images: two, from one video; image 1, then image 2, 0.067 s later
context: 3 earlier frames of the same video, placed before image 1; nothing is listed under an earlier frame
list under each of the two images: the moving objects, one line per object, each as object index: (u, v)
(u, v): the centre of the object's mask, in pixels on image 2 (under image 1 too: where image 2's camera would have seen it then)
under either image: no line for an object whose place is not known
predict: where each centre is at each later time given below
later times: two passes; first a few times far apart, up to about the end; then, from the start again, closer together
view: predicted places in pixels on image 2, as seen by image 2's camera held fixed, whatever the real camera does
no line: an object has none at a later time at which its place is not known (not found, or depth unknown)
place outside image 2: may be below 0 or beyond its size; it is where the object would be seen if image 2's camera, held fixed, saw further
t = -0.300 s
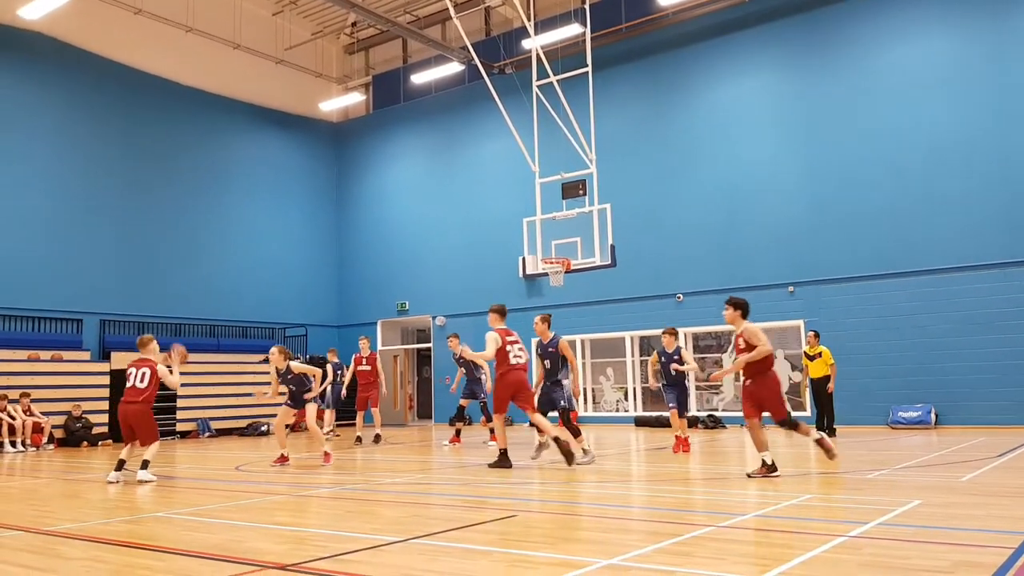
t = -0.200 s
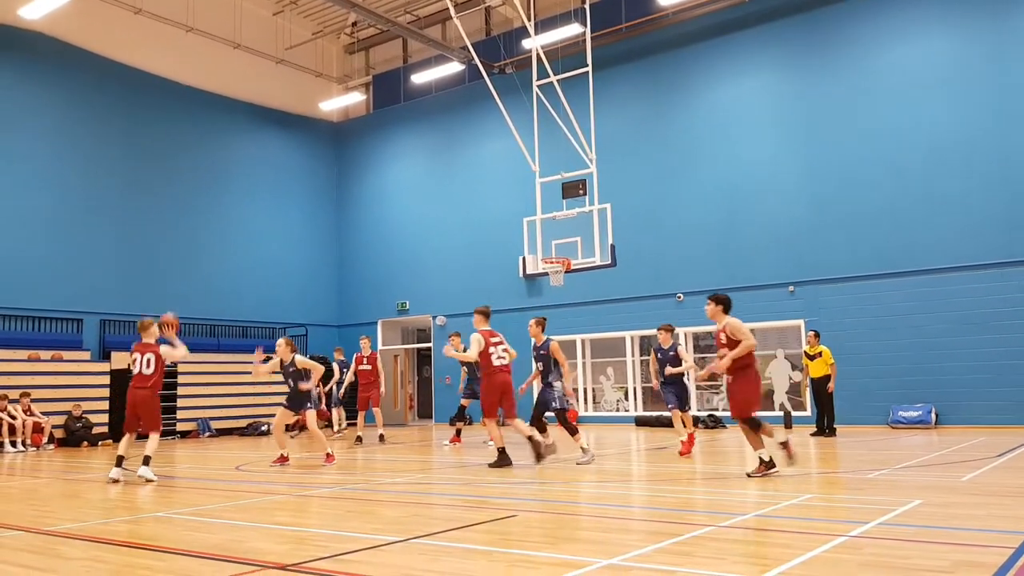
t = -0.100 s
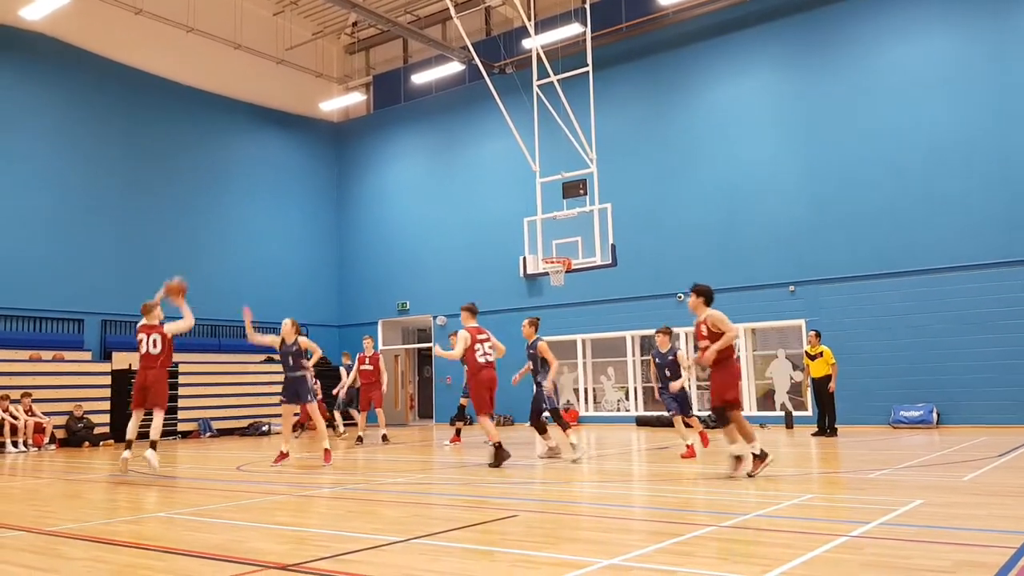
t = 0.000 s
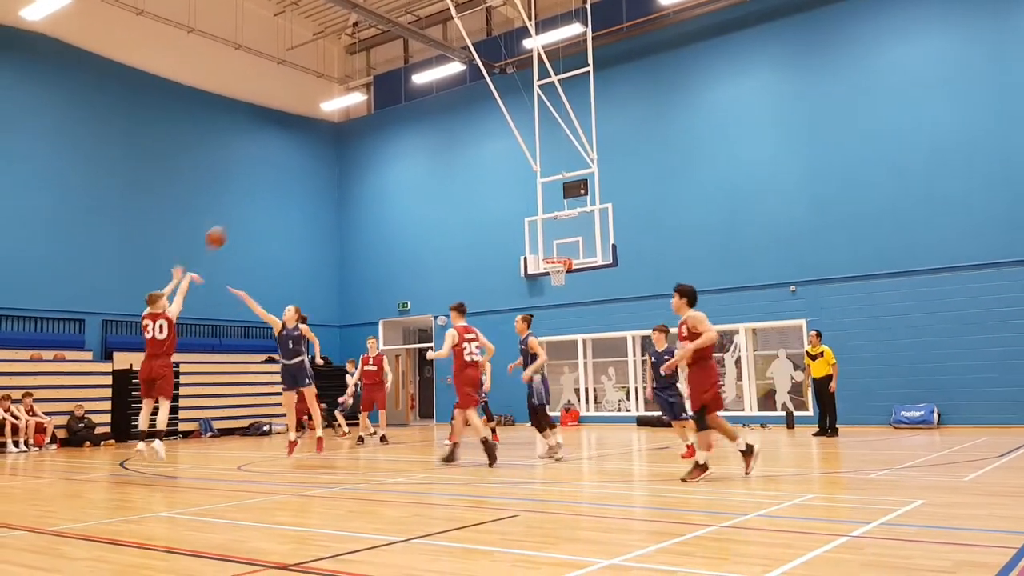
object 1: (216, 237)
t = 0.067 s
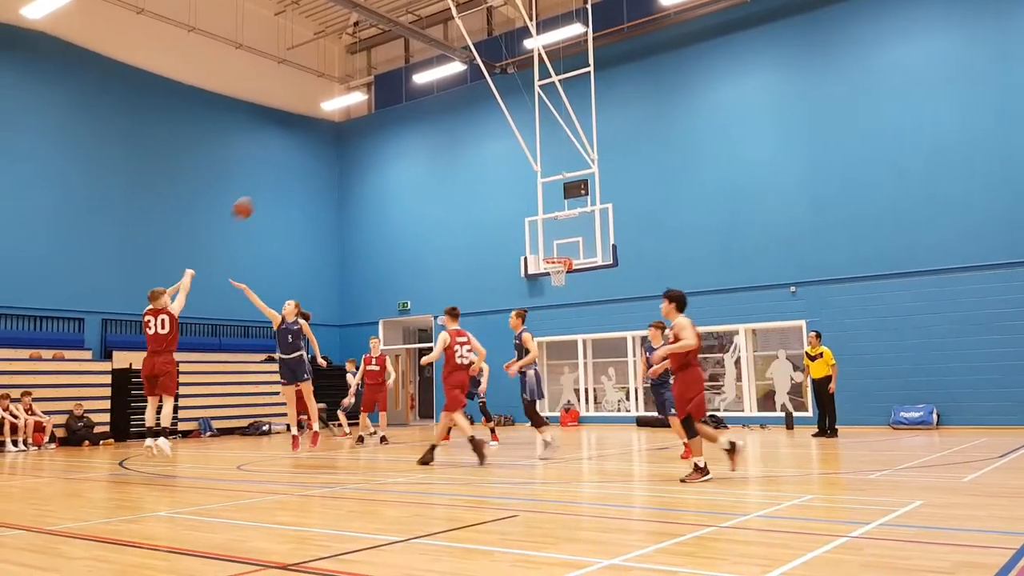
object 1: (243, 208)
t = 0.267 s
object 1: (316, 151)
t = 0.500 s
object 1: (387, 128)
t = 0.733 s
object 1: (448, 141)
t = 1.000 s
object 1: (509, 191)
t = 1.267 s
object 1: (554, 245)
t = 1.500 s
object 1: (571, 228)
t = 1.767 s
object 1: (577, 232)
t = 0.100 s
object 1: (256, 195)
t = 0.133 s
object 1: (268, 185)
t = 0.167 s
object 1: (281, 174)
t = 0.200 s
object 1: (293, 166)
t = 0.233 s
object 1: (305, 158)
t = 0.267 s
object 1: (316, 151)
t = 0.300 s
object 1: (327, 146)
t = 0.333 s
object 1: (337, 141)
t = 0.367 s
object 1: (348, 137)
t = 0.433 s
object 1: (368, 130)
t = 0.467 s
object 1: (378, 128)
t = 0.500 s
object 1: (387, 128)
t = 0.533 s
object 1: (396, 127)
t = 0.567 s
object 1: (405, 128)
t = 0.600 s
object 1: (414, 129)
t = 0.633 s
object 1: (423, 130)
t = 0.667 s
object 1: (431, 133)
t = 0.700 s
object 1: (440, 137)
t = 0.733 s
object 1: (448, 141)
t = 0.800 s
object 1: (464, 151)
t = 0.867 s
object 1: (479, 162)
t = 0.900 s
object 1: (487, 169)
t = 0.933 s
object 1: (494, 176)
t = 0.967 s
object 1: (501, 183)
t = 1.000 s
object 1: (509, 191)
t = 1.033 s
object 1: (516, 200)
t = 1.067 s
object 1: (522, 209)
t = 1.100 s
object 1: (529, 219)
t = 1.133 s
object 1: (535, 228)
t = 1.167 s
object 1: (542, 239)
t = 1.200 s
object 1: (549, 250)
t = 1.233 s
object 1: (551, 250)
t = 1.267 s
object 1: (554, 245)
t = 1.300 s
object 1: (556, 240)
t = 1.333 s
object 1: (559, 236)
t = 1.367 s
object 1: (561, 233)
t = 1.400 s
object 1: (563, 231)
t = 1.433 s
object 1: (566, 229)
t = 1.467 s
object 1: (569, 229)
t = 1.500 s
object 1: (571, 228)
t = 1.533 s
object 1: (573, 228)
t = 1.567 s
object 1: (576, 229)
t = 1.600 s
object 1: (578, 229)
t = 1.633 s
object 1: (578, 229)
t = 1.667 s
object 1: (578, 229)
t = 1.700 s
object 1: (578, 230)
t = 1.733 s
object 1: (577, 231)
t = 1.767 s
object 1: (577, 232)
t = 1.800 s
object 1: (577, 235)
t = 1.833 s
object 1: (578, 238)
